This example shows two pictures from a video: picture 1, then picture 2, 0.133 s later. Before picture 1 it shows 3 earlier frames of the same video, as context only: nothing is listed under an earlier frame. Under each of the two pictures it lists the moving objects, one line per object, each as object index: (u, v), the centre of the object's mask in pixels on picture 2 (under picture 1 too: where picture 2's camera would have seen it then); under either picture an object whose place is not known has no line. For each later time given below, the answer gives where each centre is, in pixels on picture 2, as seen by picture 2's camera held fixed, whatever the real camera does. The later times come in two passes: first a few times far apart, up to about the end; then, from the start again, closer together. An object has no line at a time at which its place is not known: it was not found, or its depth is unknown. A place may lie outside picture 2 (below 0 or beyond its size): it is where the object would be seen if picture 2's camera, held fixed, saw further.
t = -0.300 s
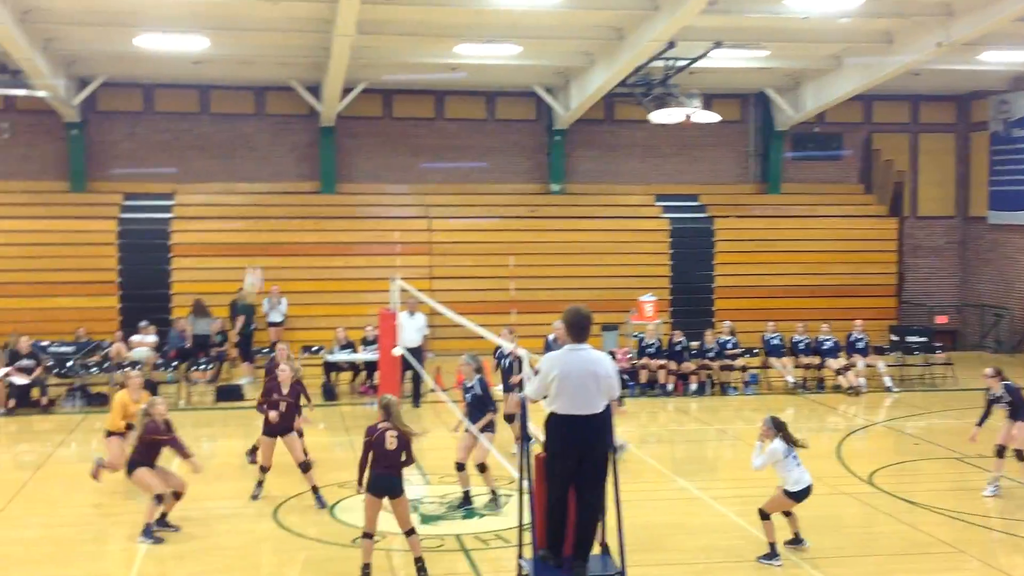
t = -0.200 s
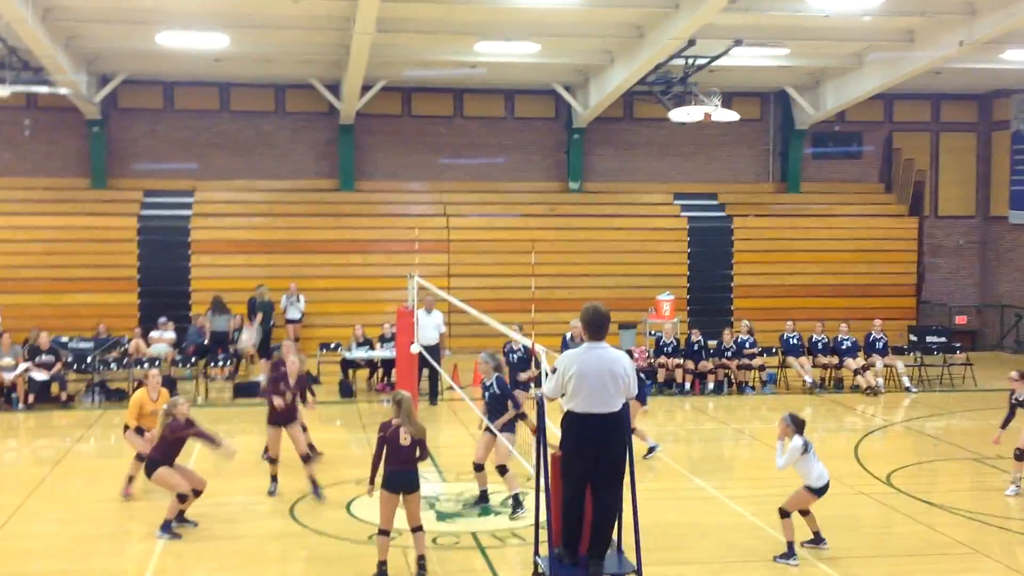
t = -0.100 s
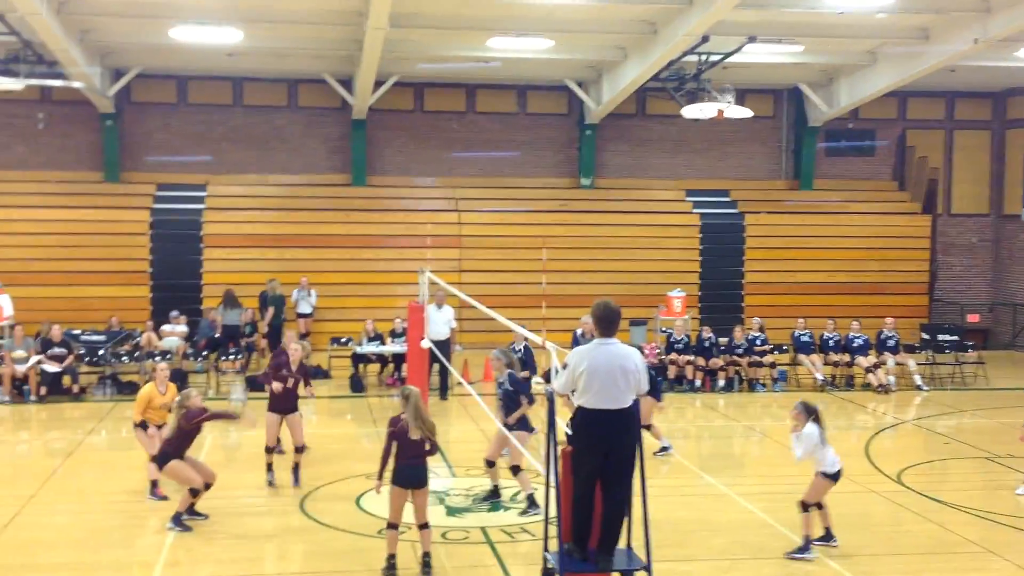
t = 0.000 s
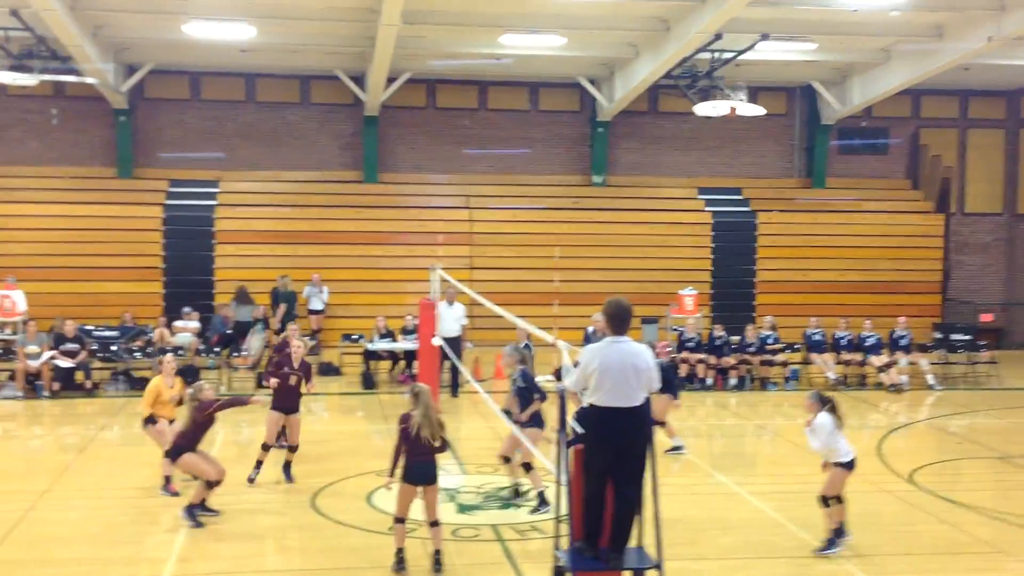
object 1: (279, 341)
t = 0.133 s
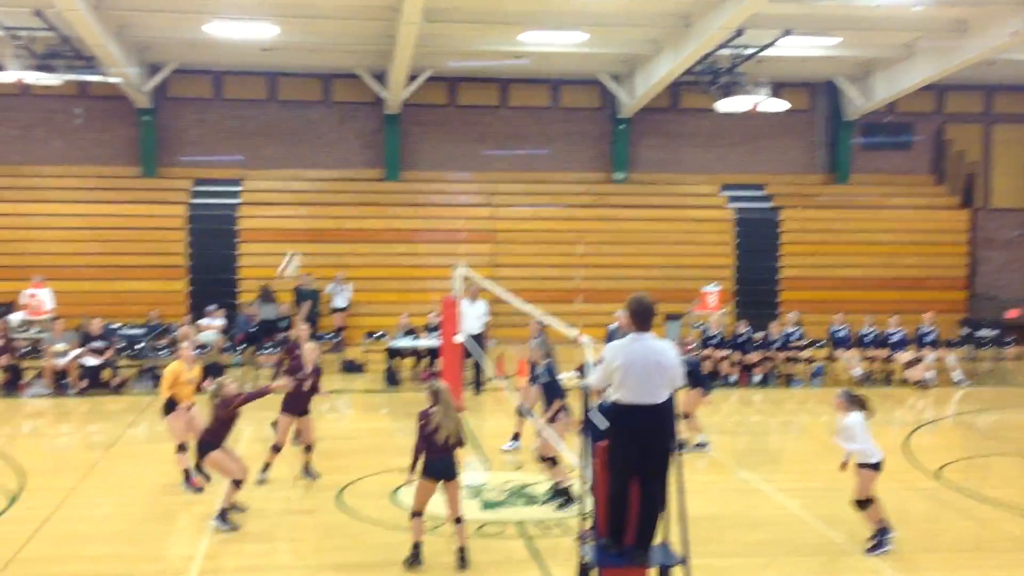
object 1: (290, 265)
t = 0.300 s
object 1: (303, 194)
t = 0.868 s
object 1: (348, 156)
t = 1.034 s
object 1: (362, 205)
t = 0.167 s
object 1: (293, 248)
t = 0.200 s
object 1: (296, 233)
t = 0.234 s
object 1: (298, 220)
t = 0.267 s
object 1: (301, 207)
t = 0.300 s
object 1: (303, 194)
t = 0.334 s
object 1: (306, 183)
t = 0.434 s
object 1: (313, 158)
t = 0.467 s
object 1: (315, 153)
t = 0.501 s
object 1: (318, 147)
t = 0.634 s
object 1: (329, 136)
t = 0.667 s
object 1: (332, 135)
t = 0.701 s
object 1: (335, 136)
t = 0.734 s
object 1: (337, 138)
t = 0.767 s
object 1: (340, 141)
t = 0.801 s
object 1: (343, 145)
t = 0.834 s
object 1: (346, 151)
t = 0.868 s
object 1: (348, 156)
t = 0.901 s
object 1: (351, 163)
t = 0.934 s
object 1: (354, 171)
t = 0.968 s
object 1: (357, 182)
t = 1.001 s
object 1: (360, 193)
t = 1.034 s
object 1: (362, 205)
